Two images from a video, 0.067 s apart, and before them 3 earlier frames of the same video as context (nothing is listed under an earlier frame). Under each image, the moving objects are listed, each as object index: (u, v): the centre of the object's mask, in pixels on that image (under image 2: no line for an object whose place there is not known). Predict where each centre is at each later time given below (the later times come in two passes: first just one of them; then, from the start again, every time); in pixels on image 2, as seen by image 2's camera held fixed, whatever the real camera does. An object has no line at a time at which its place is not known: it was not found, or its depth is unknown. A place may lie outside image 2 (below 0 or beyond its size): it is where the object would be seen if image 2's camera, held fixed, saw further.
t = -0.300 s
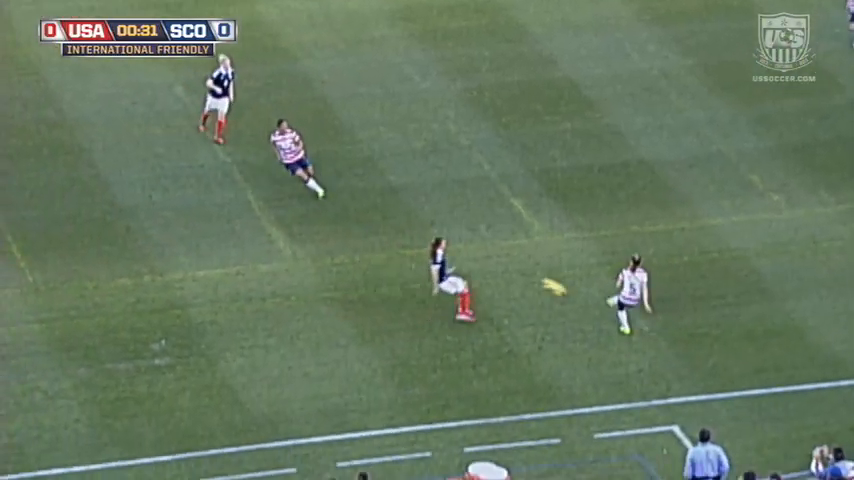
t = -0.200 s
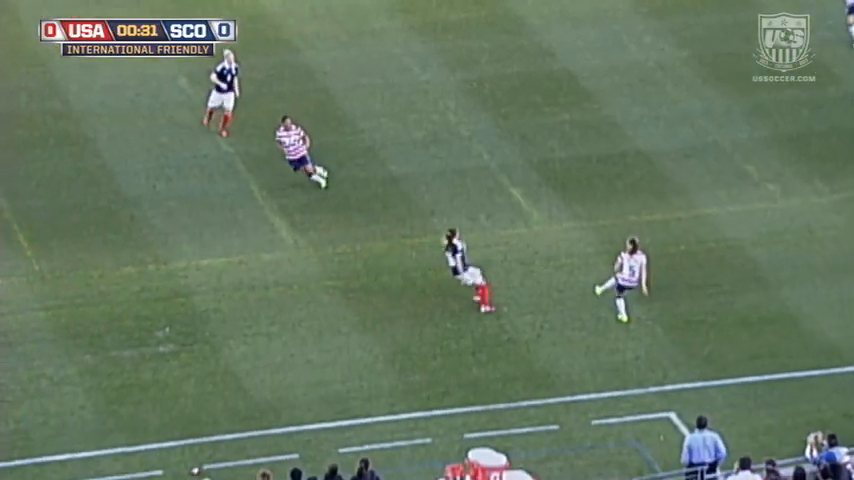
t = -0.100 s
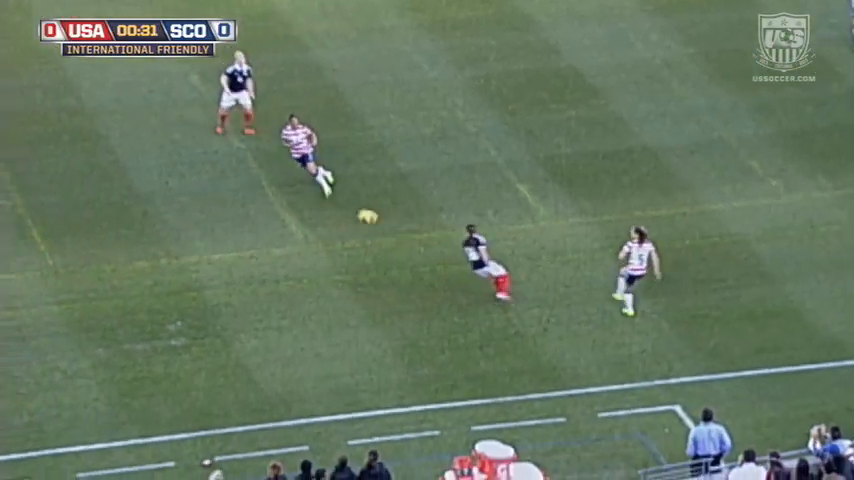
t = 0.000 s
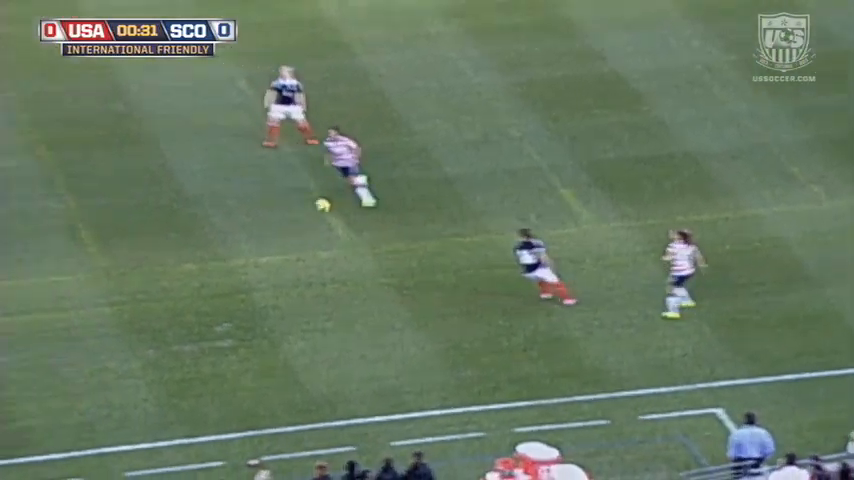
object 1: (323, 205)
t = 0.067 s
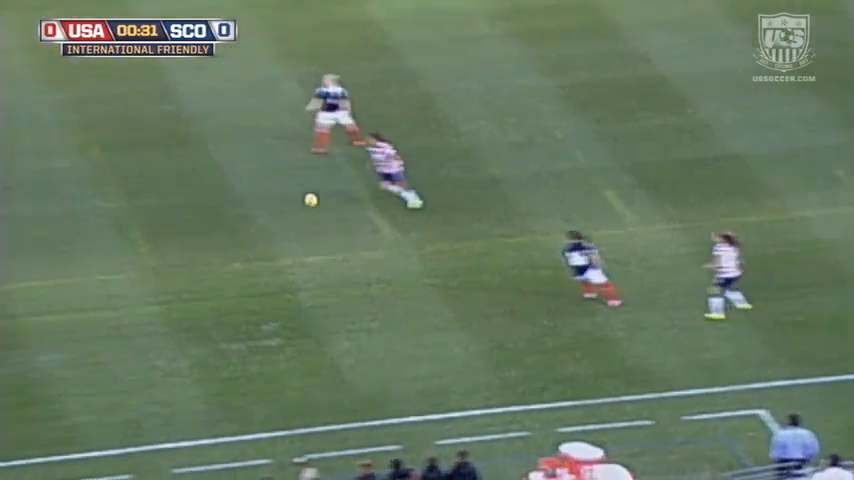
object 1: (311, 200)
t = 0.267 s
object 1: (143, 199)
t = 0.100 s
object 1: (282, 198)
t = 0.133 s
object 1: (255, 197)
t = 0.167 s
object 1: (226, 196)
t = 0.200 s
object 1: (199, 196)
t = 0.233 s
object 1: (171, 197)
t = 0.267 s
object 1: (143, 199)
